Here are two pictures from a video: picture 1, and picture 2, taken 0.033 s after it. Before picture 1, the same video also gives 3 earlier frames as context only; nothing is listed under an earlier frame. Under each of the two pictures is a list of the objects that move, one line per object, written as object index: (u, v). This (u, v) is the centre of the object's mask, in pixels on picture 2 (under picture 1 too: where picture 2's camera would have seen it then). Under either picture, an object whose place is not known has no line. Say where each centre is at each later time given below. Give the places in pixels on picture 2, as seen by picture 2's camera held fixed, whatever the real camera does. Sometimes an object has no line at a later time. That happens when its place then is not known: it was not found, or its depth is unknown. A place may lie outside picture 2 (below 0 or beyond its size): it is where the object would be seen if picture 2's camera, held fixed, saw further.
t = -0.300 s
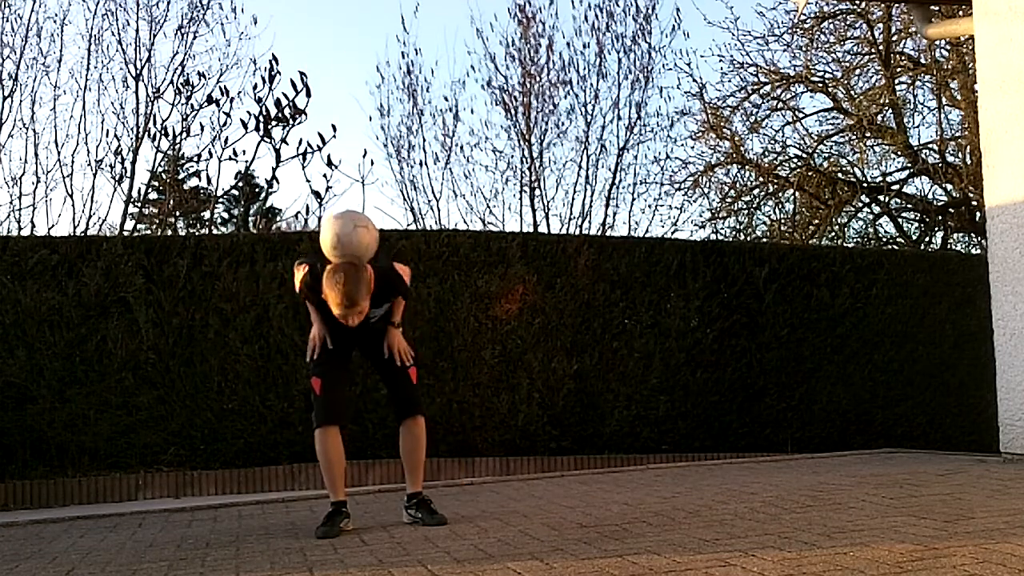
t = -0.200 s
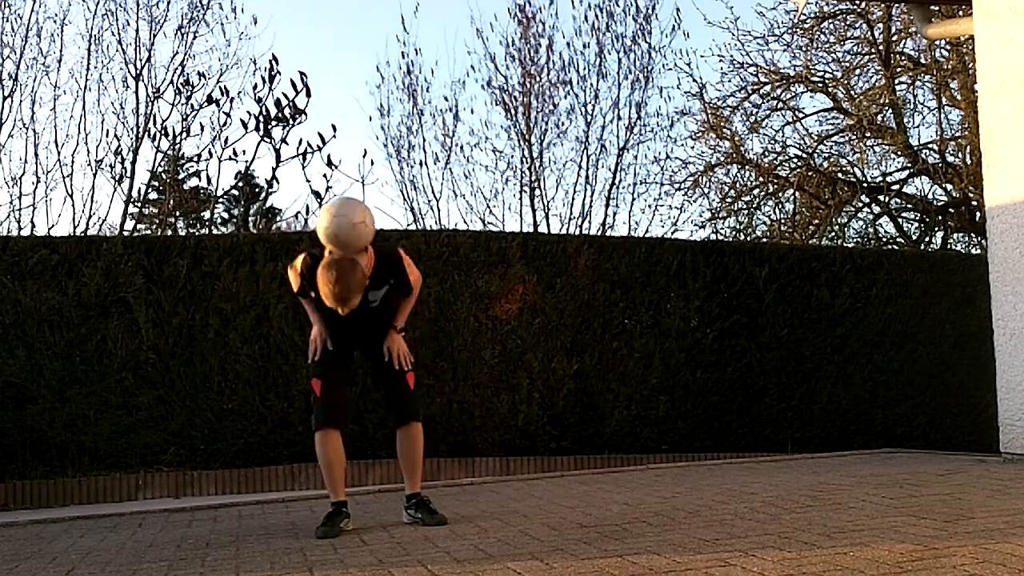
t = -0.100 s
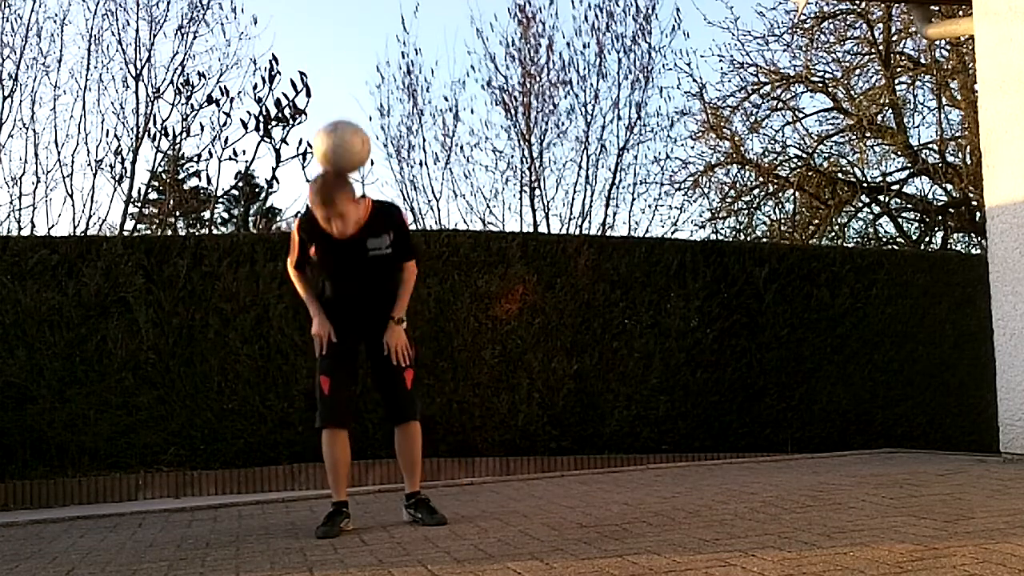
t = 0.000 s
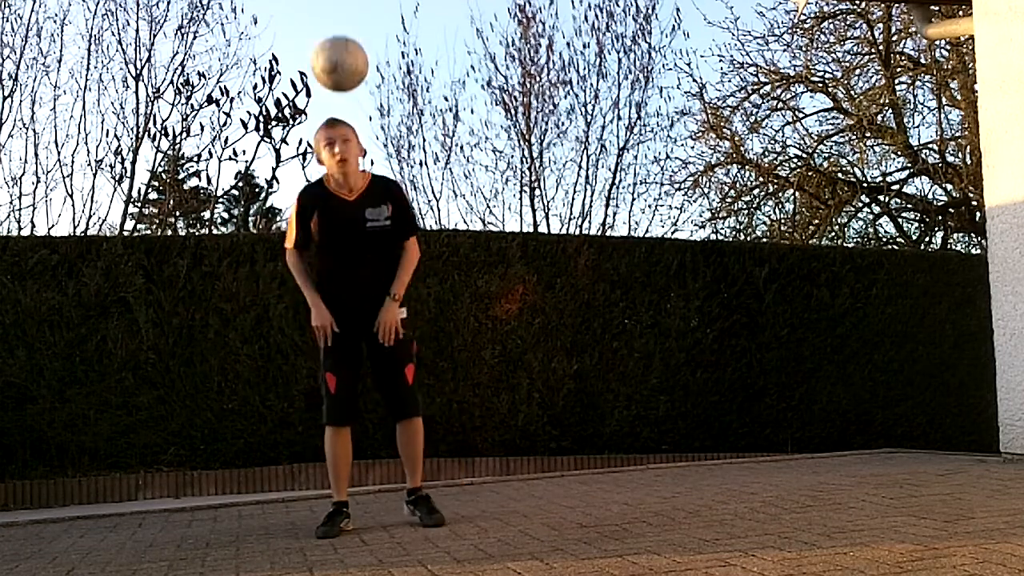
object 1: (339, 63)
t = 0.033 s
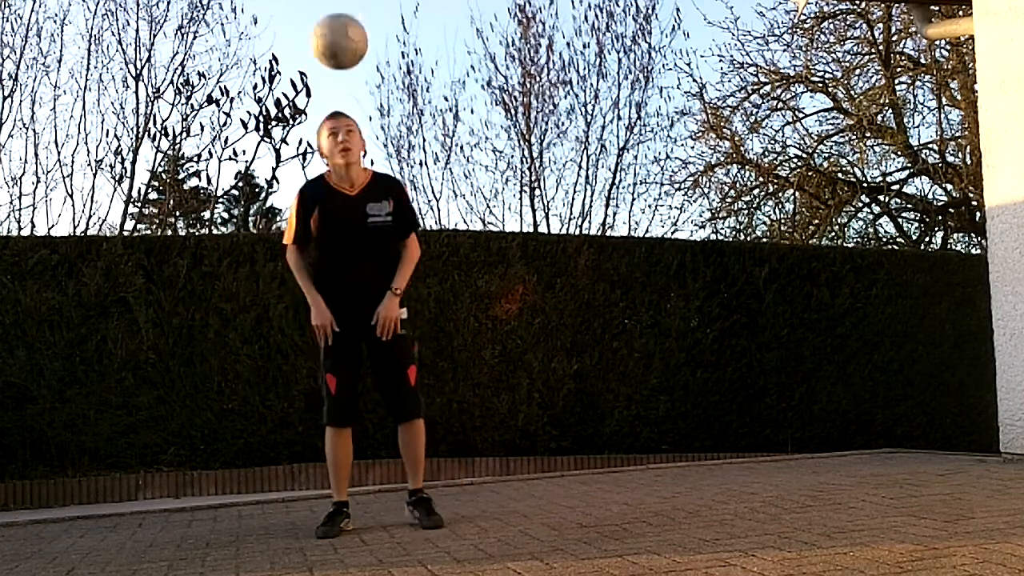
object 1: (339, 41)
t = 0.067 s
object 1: (339, 23)
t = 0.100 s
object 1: (338, 14)
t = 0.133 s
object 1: (338, 8)
